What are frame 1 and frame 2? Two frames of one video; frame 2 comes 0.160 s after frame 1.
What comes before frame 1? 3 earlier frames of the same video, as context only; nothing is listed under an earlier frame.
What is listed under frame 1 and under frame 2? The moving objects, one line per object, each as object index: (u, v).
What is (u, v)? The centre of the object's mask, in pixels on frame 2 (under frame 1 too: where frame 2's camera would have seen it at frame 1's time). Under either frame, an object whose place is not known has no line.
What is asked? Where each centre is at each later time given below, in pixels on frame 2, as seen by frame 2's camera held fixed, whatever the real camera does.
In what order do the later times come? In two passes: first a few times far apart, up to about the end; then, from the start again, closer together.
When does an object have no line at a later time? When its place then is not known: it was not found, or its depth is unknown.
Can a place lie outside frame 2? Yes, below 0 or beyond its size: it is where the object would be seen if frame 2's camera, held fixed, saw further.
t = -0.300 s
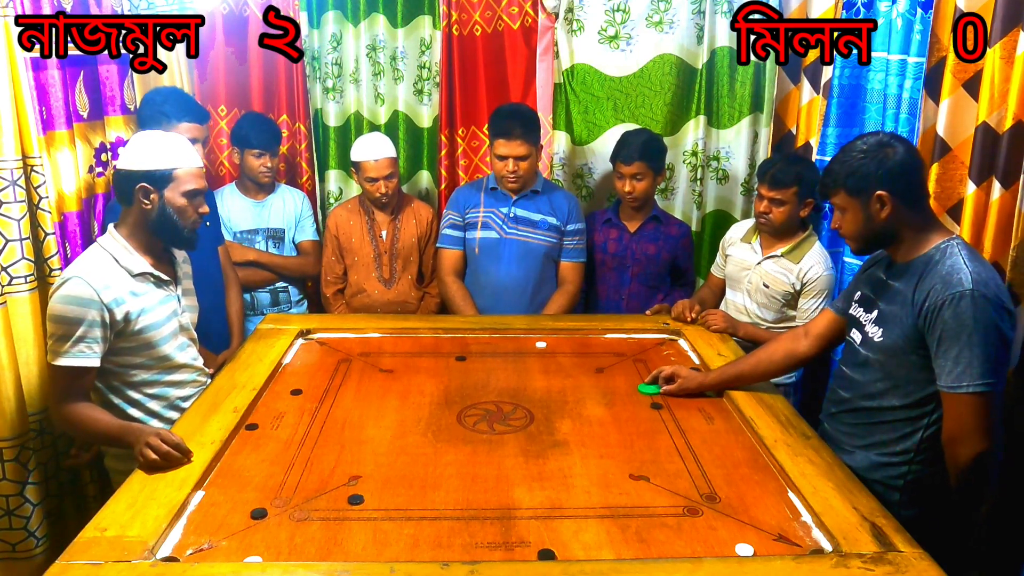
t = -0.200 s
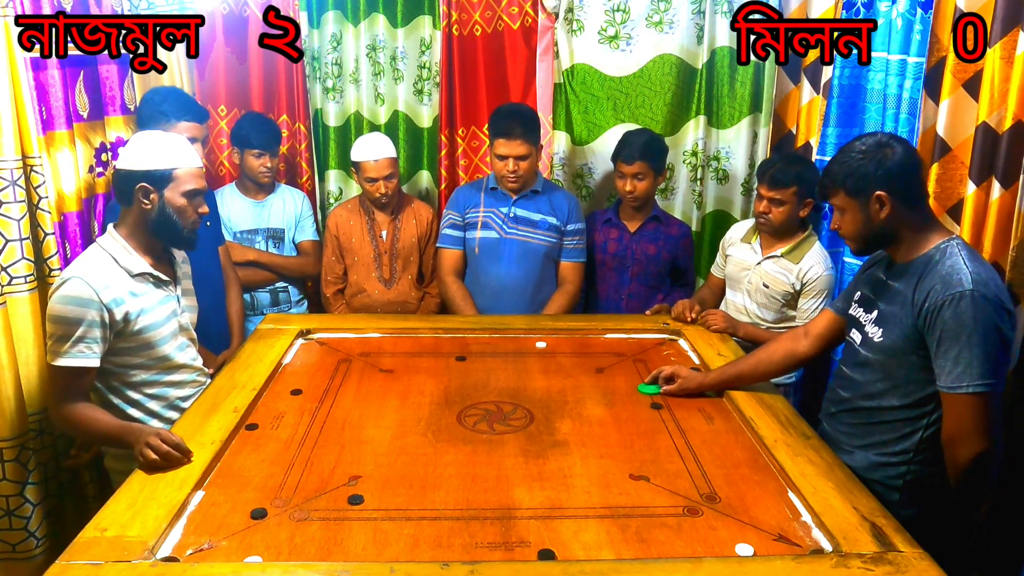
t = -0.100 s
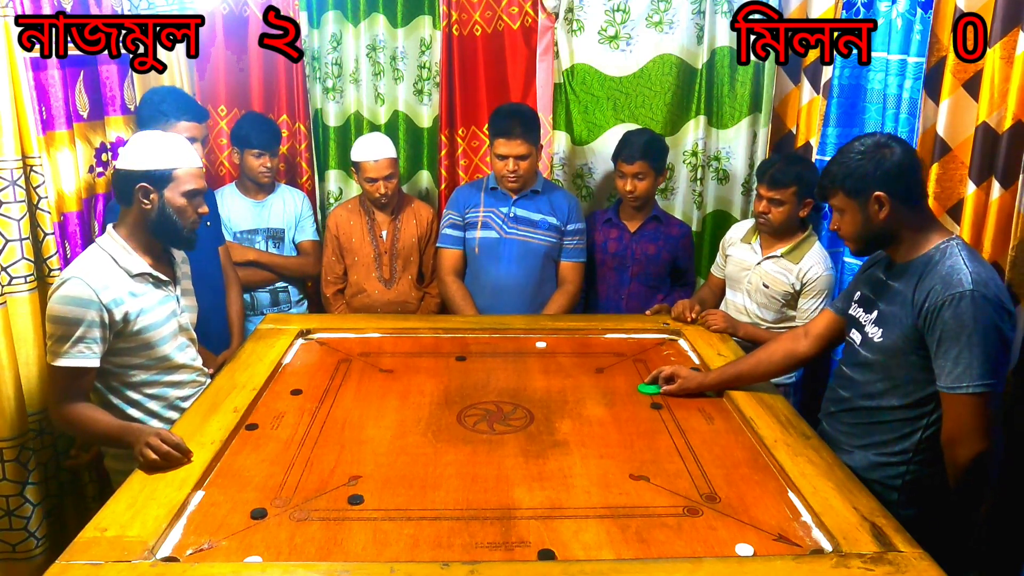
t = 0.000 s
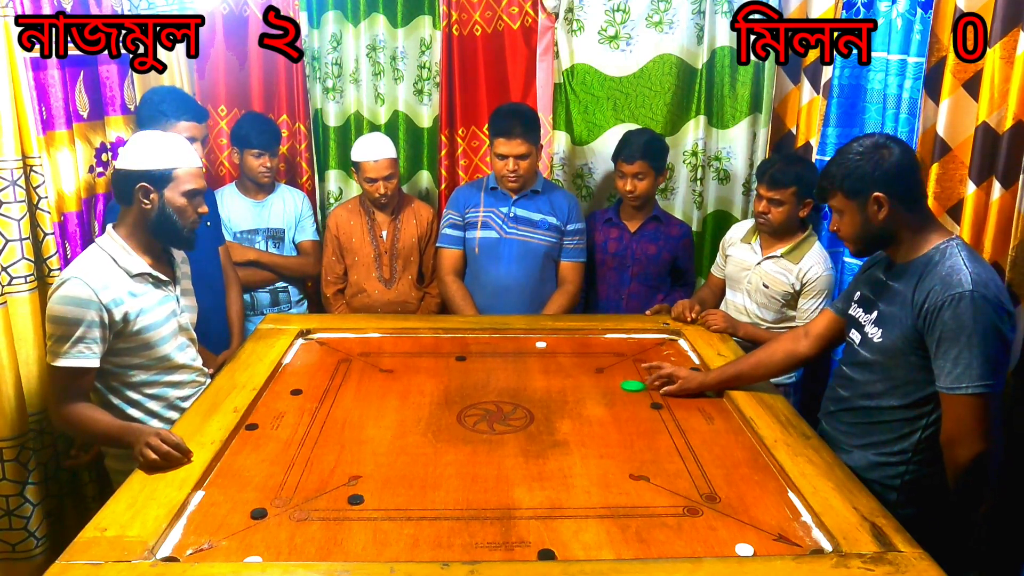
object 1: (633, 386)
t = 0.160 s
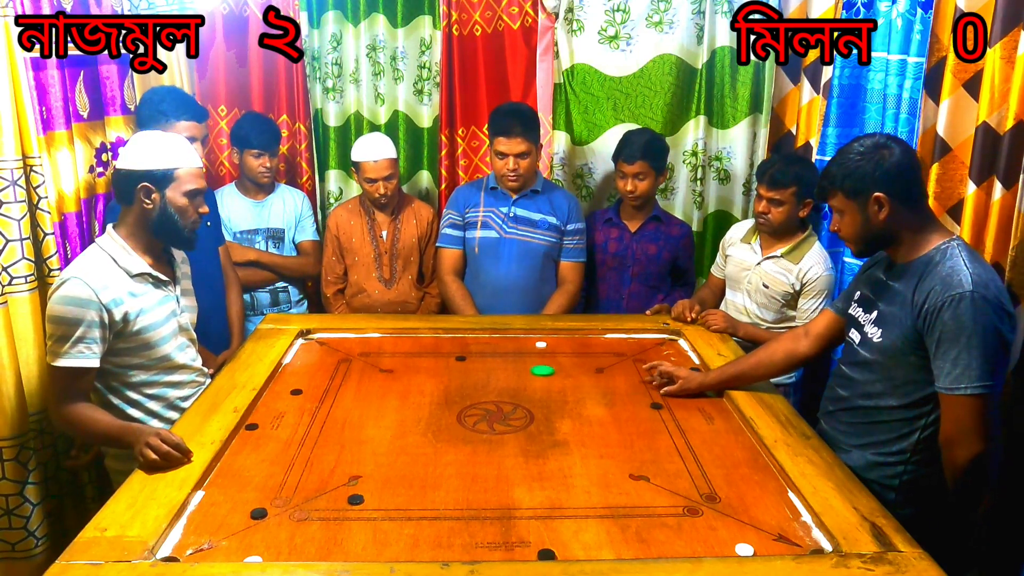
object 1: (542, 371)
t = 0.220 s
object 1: (512, 366)
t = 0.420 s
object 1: (441, 353)
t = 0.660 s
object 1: (387, 343)
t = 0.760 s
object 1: (371, 341)
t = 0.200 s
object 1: (522, 367)
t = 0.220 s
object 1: (512, 366)
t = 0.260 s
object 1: (494, 362)
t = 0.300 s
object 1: (476, 359)
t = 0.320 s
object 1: (470, 358)
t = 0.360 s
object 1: (457, 356)
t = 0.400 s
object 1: (446, 354)
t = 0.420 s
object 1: (441, 353)
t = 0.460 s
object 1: (430, 351)
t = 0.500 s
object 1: (420, 349)
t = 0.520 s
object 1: (415, 349)
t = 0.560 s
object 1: (407, 347)
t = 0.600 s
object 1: (399, 345)
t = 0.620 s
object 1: (395, 345)
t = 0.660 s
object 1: (387, 343)
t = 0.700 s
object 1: (380, 342)
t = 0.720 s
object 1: (377, 342)
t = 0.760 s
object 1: (371, 341)
